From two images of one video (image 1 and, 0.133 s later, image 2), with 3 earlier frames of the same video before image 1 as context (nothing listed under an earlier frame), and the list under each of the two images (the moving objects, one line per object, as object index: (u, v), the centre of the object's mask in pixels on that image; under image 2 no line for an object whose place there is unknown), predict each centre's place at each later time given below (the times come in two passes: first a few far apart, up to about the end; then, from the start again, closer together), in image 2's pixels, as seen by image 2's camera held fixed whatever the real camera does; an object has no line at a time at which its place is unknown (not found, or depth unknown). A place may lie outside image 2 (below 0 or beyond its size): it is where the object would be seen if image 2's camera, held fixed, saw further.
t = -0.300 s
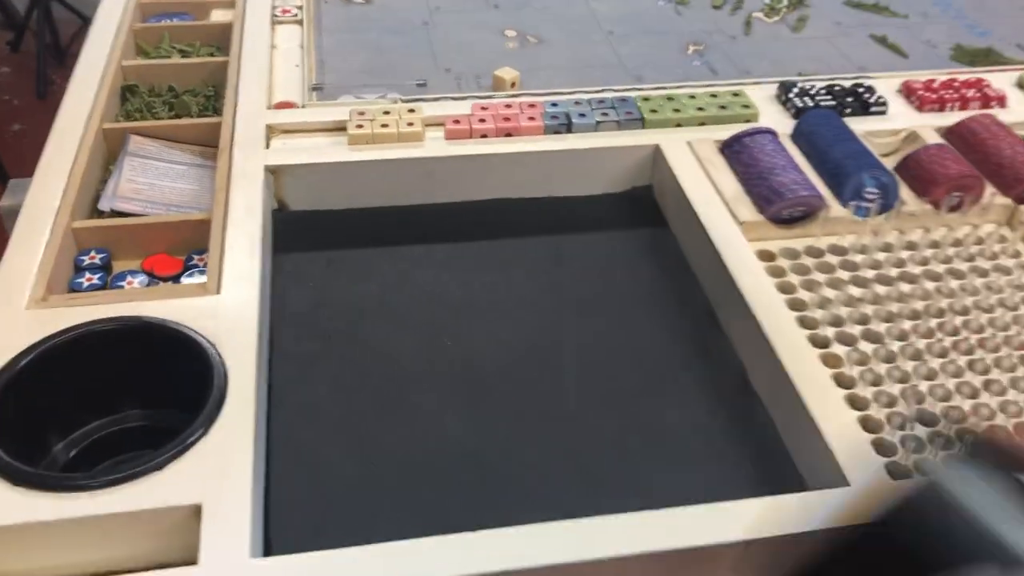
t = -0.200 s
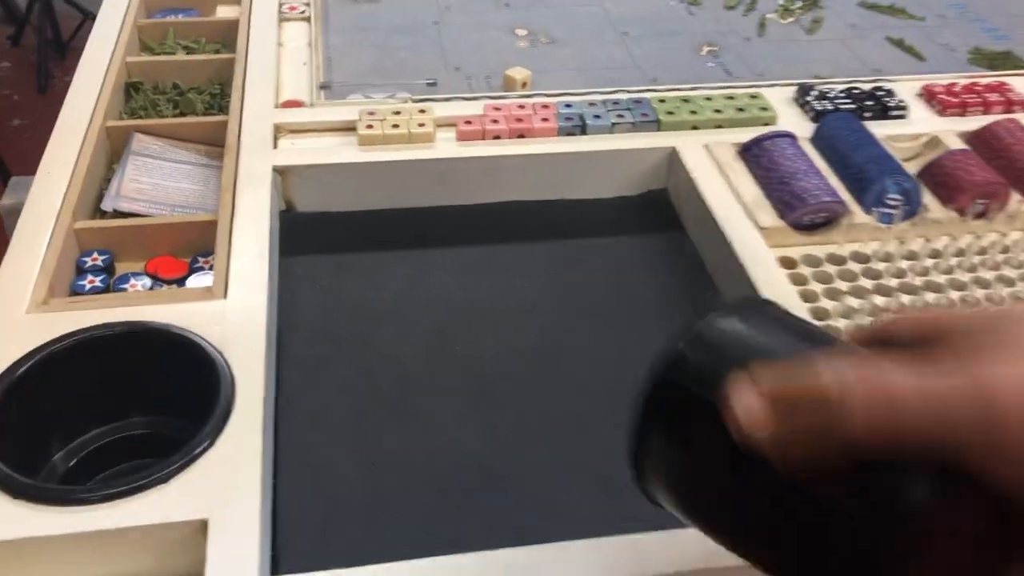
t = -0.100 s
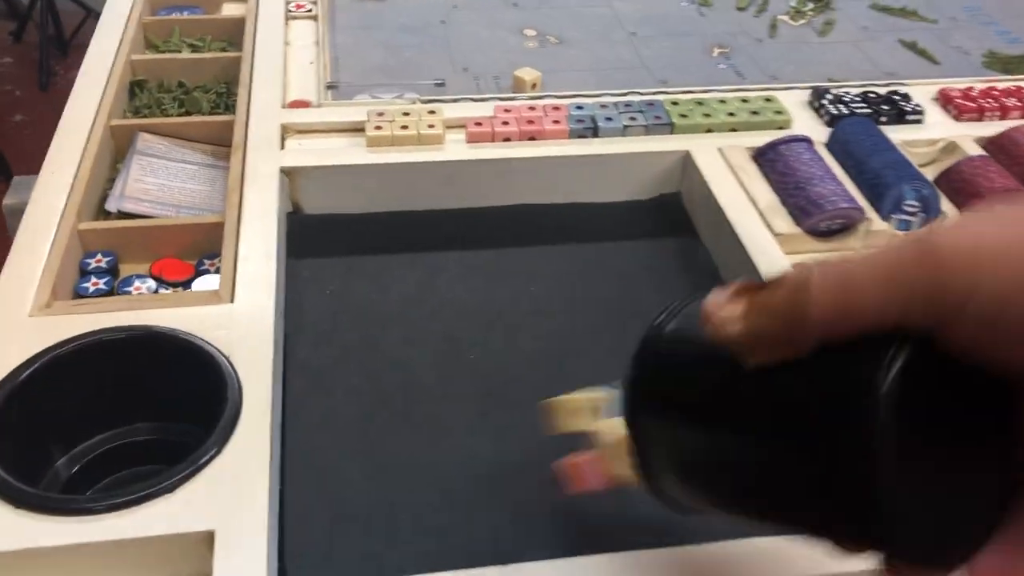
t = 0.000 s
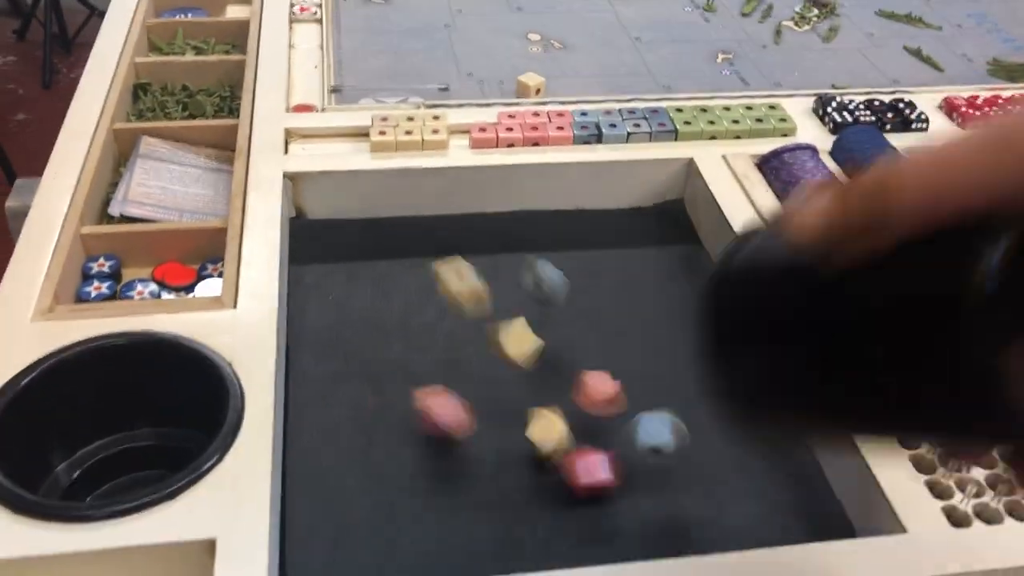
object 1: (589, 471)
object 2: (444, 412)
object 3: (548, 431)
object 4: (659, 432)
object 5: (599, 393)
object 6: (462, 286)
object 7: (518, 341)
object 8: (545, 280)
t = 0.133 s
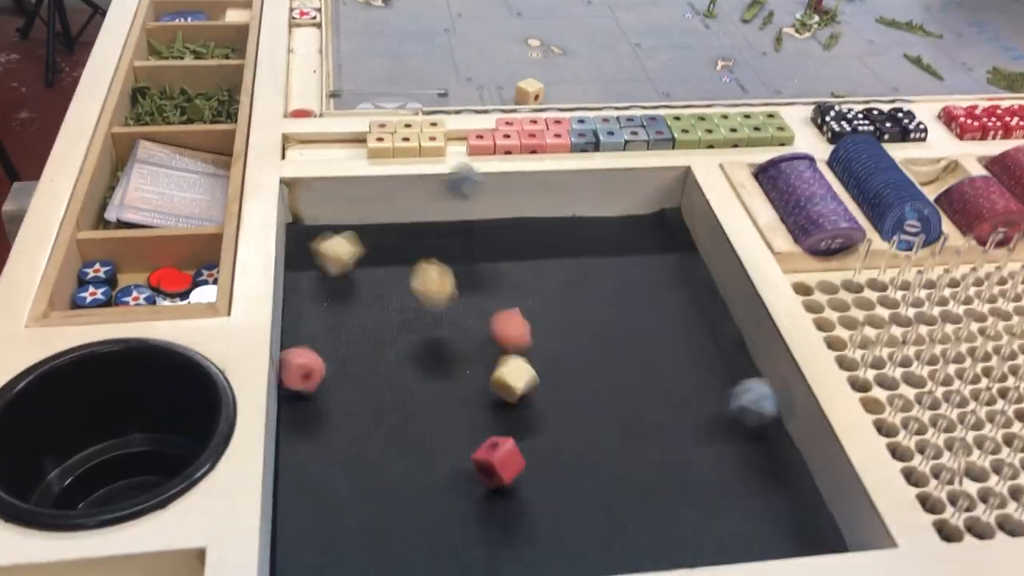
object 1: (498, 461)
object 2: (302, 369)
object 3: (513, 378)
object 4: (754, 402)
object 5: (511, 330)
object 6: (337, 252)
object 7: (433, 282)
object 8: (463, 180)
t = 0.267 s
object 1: (480, 453)
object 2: (331, 375)
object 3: (505, 374)
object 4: (756, 390)
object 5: (485, 294)
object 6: (312, 230)
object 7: (431, 238)
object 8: (411, 211)
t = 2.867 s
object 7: (460, 225)
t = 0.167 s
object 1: (498, 459)
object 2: (310, 364)
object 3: (504, 375)
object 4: (769, 401)
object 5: (500, 320)
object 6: (311, 234)
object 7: (426, 265)
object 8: (449, 179)
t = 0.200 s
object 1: (493, 459)
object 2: (320, 369)
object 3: (503, 369)
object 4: (765, 395)
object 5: (492, 309)
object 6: (300, 217)
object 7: (416, 262)
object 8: (429, 188)
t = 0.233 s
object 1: (483, 458)
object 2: (326, 370)
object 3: (503, 369)
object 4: (757, 394)
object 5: (486, 301)
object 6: (303, 215)
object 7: (420, 250)
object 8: (414, 219)
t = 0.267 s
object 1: (480, 453)
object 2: (331, 375)
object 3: (505, 374)
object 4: (756, 390)
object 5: (485, 294)
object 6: (312, 230)
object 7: (431, 238)
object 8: (411, 211)
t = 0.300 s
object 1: (480, 452)
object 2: (335, 375)
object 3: (506, 376)
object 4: (753, 390)
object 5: (489, 288)
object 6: (321, 242)
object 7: (441, 234)
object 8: (411, 219)
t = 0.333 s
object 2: (336, 374)
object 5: (490, 276)
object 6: (340, 238)
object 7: (447, 230)
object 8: (416, 218)
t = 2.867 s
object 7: (460, 225)
